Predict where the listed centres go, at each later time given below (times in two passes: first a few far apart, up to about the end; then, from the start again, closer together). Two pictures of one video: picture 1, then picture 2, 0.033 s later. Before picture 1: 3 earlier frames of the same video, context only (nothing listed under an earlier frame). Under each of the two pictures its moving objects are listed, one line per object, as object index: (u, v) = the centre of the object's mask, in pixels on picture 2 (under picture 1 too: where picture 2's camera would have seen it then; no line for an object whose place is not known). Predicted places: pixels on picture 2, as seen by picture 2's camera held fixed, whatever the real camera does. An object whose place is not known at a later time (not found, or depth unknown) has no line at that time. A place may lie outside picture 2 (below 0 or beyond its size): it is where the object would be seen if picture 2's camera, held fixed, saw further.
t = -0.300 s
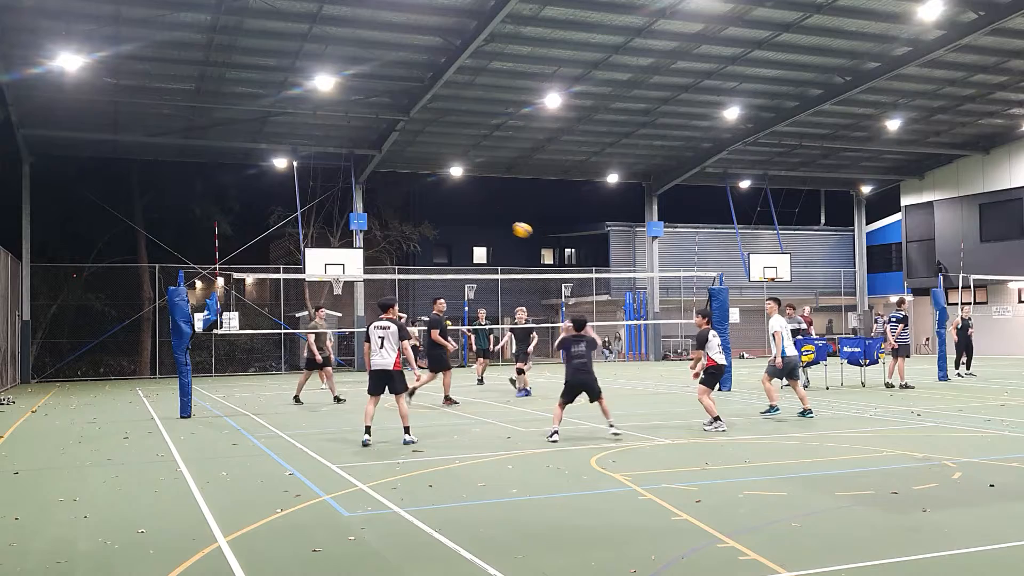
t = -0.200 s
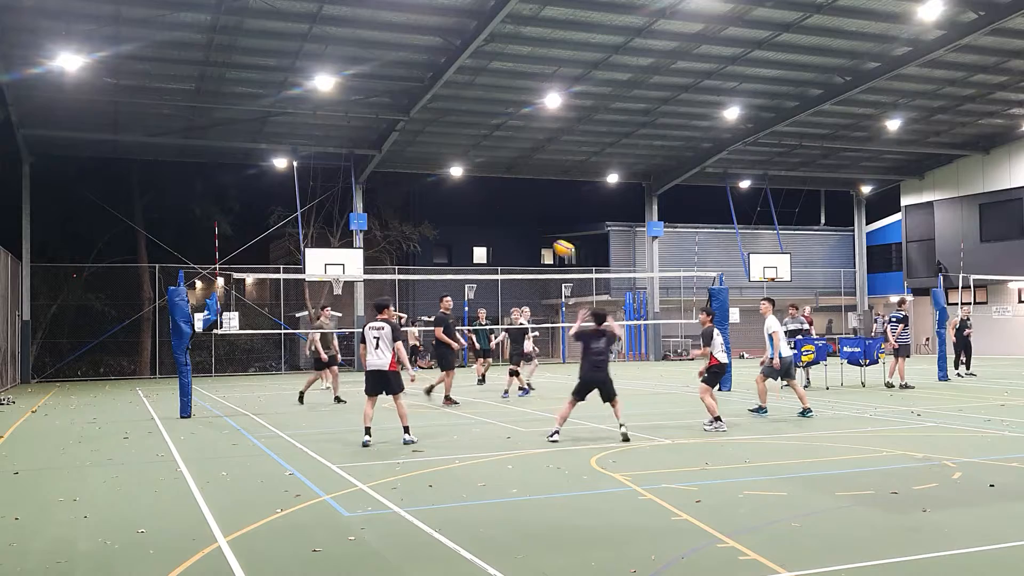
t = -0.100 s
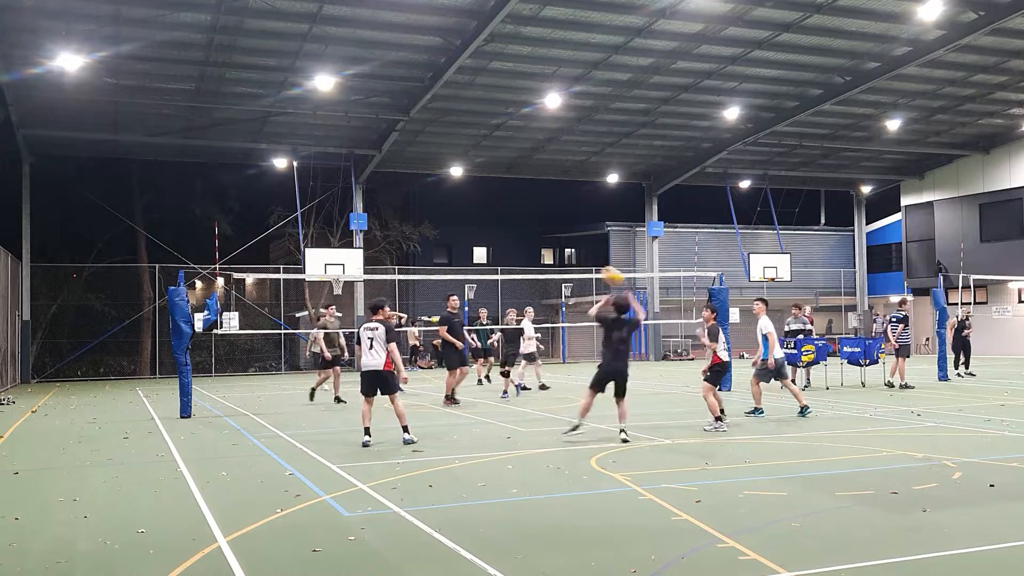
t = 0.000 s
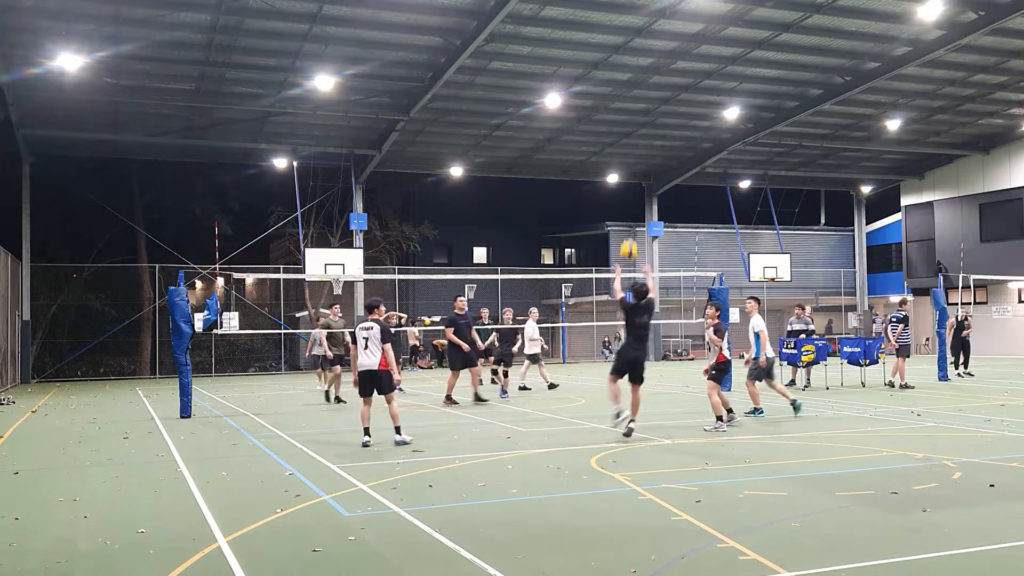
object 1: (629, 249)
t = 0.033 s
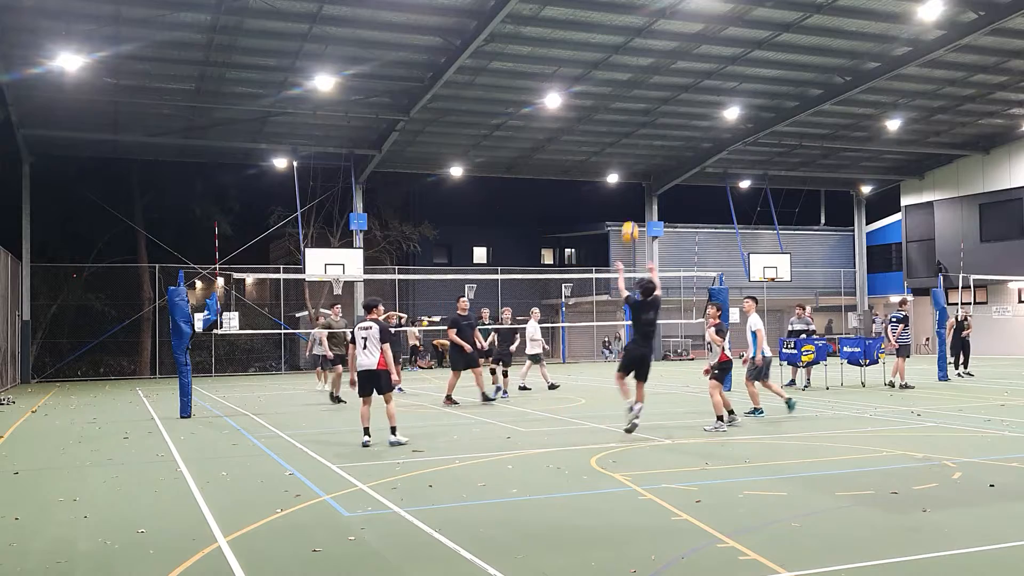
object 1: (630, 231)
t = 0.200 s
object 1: (634, 163)
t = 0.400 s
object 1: (638, 110)
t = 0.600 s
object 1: (642, 89)
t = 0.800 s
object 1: (646, 97)
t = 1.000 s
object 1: (651, 132)
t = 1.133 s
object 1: (654, 171)
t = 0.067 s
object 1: (631, 216)
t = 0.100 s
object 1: (631, 202)
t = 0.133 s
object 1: (632, 188)
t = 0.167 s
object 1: (633, 175)
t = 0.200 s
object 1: (634, 163)
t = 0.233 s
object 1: (635, 152)
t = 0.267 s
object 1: (636, 142)
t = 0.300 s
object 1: (636, 133)
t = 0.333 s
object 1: (637, 124)
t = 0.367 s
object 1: (637, 117)
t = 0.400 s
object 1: (638, 110)
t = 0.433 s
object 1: (639, 105)
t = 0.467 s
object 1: (640, 100)
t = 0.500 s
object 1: (640, 96)
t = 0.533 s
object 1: (641, 93)
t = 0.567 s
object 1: (642, 90)
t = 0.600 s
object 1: (642, 89)
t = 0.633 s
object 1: (643, 89)
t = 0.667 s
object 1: (644, 89)
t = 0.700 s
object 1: (644, 90)
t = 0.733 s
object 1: (645, 91)
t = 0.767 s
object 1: (646, 94)
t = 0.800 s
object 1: (646, 97)
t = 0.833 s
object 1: (647, 101)
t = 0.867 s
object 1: (648, 106)
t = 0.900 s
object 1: (649, 111)
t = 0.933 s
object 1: (649, 117)
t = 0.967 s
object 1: (650, 125)
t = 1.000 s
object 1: (651, 132)
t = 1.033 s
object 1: (652, 141)
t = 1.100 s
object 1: (653, 160)
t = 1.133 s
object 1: (654, 171)
